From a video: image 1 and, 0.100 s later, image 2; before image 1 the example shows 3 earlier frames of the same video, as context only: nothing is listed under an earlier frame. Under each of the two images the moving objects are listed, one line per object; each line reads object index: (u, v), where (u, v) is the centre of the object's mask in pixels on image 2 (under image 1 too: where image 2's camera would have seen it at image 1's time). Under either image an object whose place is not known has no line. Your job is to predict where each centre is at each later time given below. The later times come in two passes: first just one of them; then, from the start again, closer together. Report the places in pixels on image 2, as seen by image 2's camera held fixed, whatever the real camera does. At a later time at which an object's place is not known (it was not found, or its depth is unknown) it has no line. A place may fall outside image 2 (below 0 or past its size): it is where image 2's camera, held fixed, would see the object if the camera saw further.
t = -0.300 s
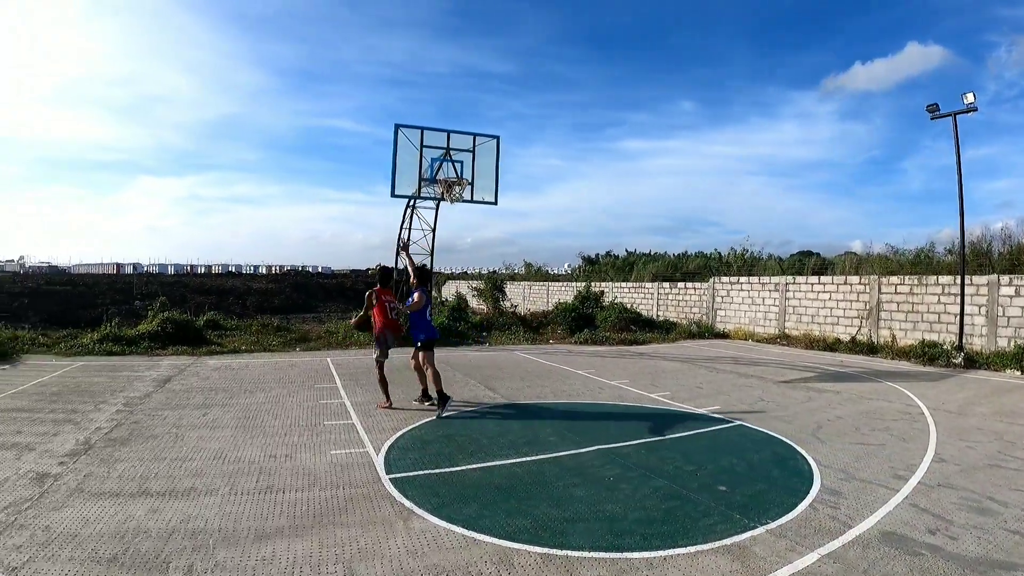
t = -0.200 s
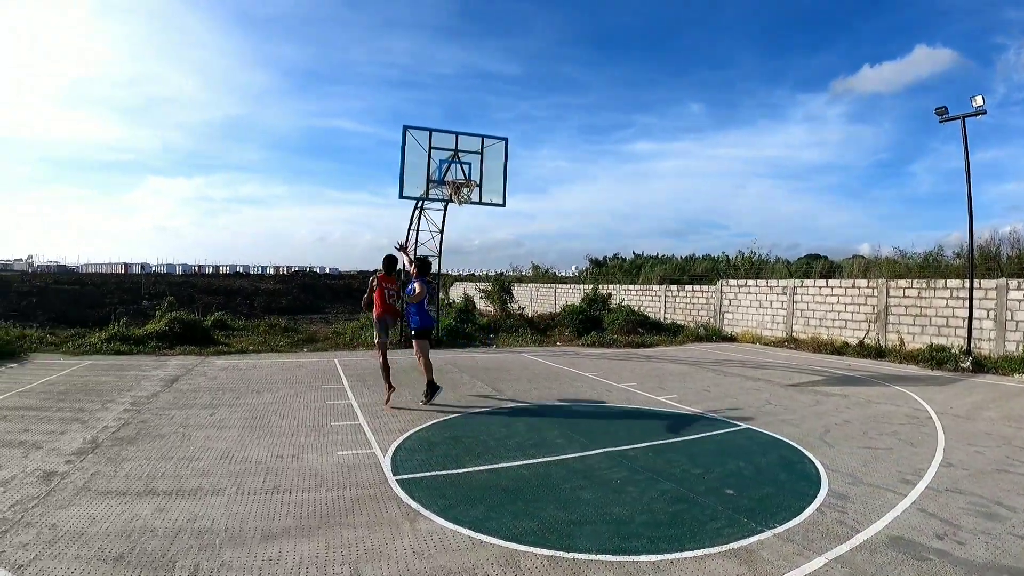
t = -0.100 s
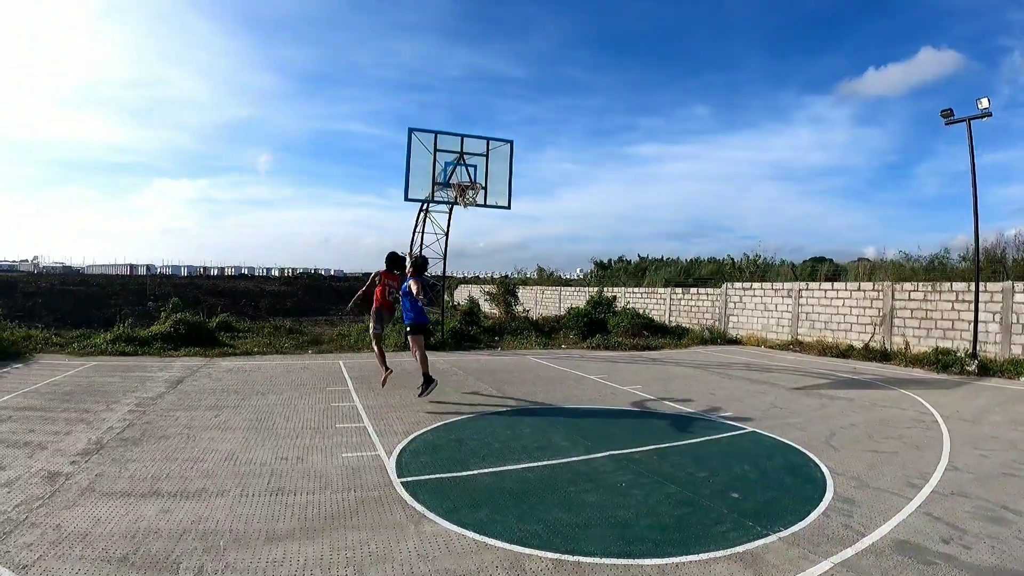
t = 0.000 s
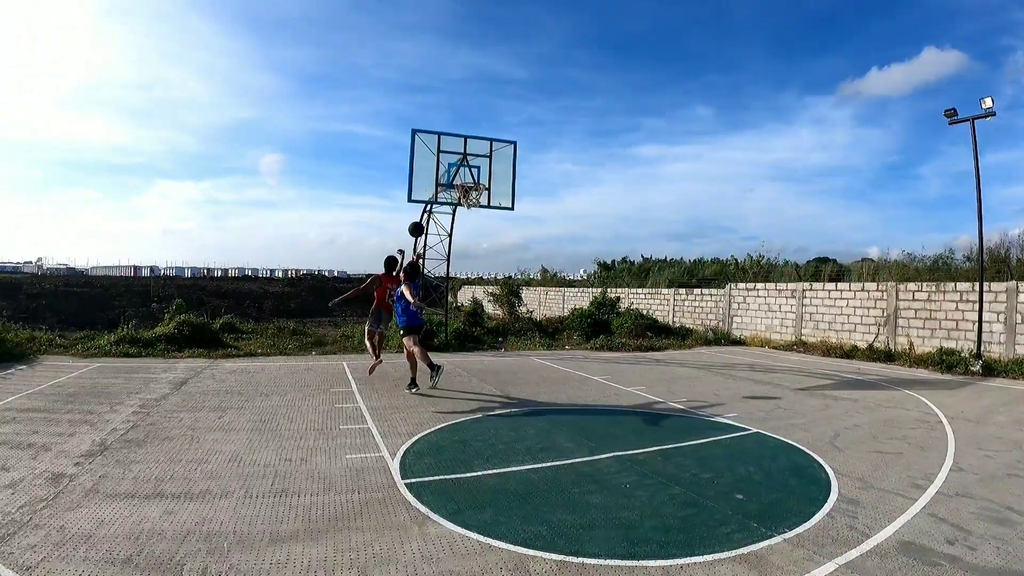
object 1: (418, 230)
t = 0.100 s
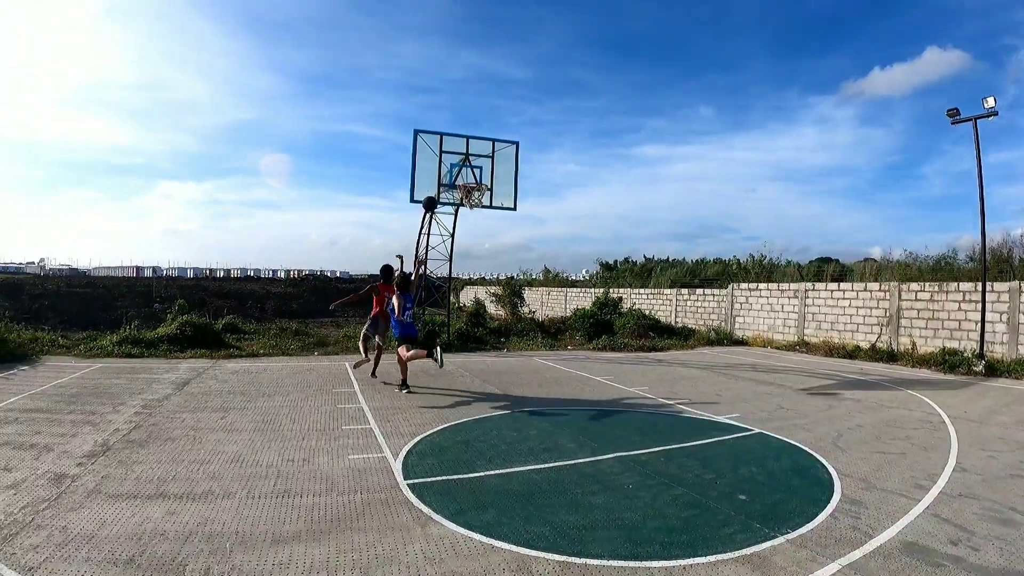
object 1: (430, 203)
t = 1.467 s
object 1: (600, 302)
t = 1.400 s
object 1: (594, 329)
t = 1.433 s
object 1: (596, 313)
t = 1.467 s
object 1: (600, 302)
